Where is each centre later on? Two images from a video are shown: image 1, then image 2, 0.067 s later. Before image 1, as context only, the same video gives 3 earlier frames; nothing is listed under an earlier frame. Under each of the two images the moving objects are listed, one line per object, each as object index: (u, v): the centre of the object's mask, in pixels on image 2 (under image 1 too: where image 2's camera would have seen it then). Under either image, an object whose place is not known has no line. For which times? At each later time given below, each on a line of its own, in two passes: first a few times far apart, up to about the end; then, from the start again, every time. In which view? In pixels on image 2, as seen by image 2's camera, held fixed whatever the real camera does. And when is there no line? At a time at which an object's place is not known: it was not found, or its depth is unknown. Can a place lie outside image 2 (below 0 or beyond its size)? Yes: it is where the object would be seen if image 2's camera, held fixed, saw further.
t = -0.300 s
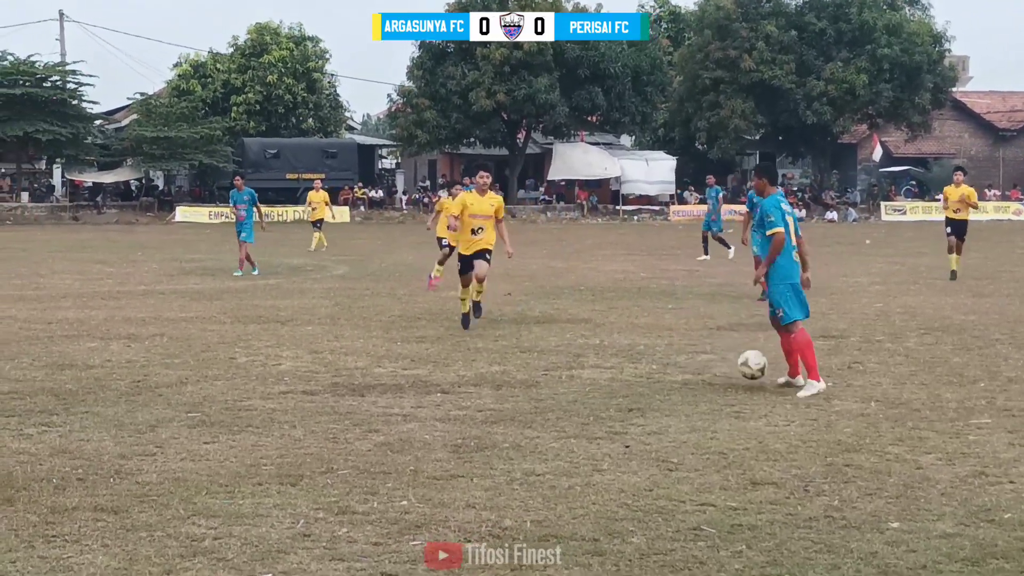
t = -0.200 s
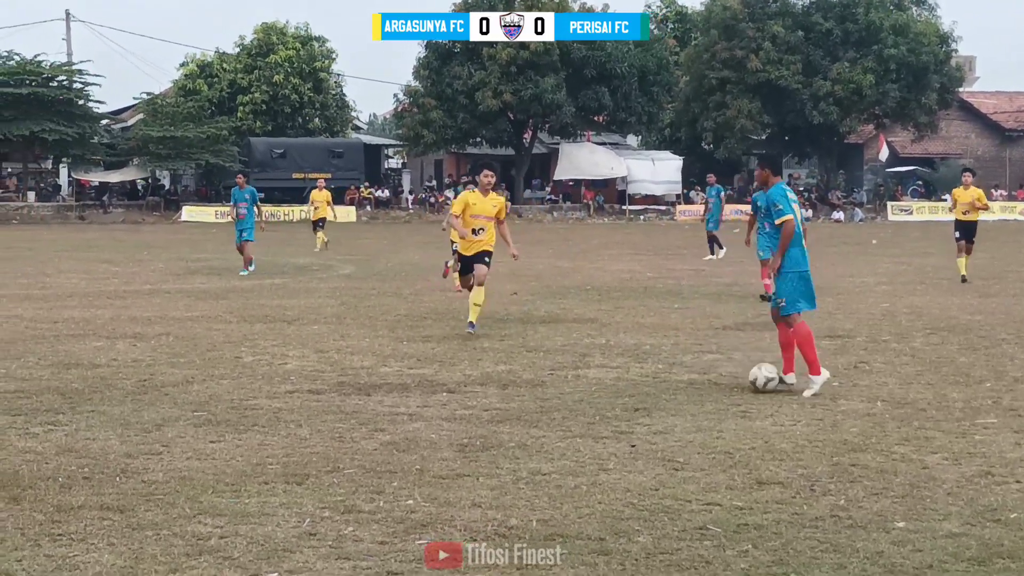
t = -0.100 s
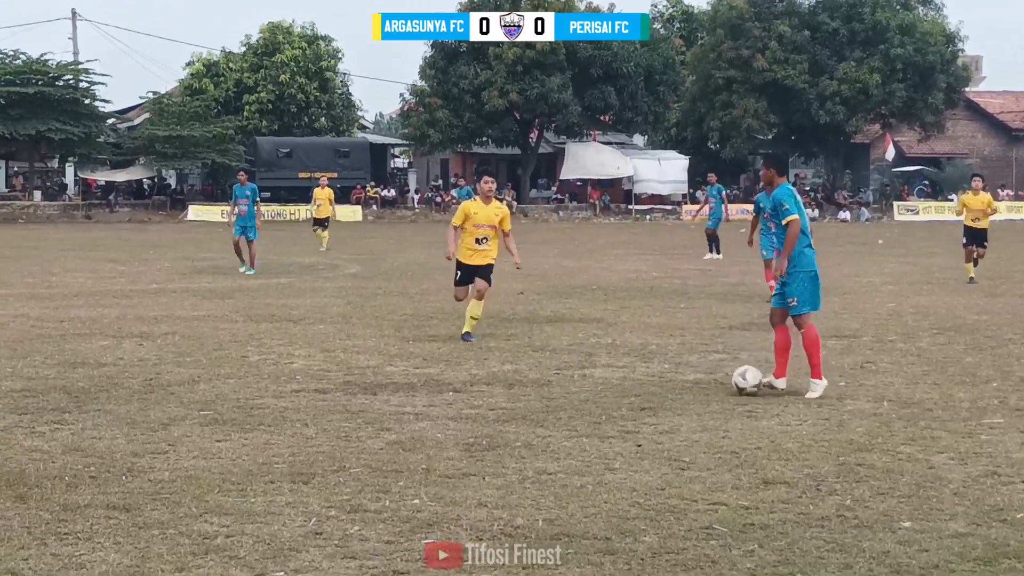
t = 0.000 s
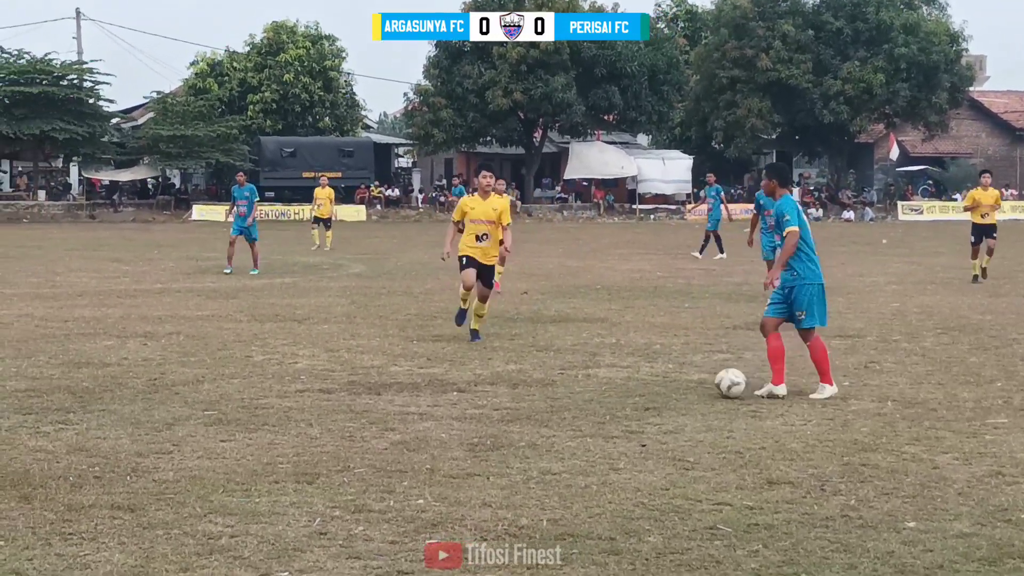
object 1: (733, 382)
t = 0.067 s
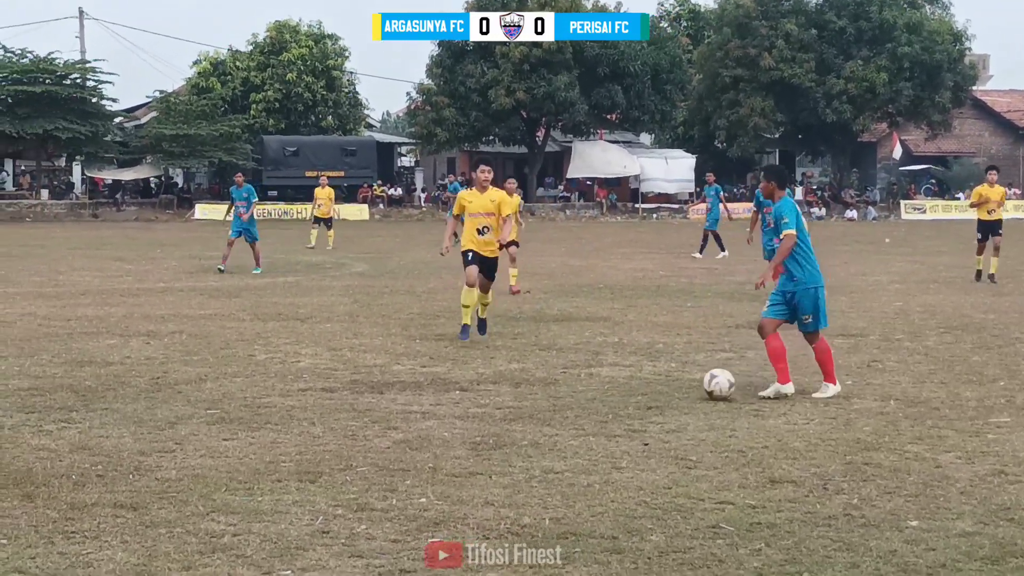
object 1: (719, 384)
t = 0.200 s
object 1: (690, 390)
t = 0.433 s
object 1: (638, 398)
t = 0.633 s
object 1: (589, 403)
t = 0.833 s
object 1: (537, 414)
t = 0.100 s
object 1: (712, 386)
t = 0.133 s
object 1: (705, 387)
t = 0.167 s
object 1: (697, 389)
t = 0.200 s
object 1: (690, 390)
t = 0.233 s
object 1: (683, 389)
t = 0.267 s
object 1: (676, 390)
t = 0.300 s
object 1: (669, 391)
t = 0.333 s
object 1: (662, 394)
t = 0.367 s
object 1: (654, 396)
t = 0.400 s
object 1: (646, 397)
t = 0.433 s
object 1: (638, 398)
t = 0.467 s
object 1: (631, 400)
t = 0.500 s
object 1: (622, 401)
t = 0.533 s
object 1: (614, 402)
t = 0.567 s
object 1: (606, 404)
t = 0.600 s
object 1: (598, 404)
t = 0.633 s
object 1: (589, 403)
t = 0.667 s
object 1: (580, 404)
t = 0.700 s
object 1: (573, 407)
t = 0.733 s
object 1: (563, 409)
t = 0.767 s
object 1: (555, 409)
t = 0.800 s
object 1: (546, 411)
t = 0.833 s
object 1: (537, 414)
